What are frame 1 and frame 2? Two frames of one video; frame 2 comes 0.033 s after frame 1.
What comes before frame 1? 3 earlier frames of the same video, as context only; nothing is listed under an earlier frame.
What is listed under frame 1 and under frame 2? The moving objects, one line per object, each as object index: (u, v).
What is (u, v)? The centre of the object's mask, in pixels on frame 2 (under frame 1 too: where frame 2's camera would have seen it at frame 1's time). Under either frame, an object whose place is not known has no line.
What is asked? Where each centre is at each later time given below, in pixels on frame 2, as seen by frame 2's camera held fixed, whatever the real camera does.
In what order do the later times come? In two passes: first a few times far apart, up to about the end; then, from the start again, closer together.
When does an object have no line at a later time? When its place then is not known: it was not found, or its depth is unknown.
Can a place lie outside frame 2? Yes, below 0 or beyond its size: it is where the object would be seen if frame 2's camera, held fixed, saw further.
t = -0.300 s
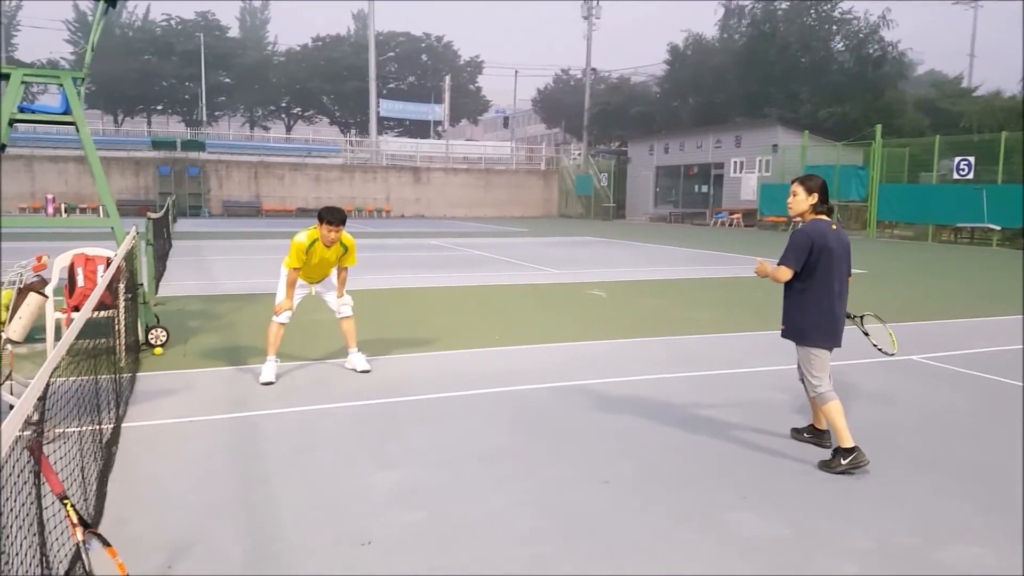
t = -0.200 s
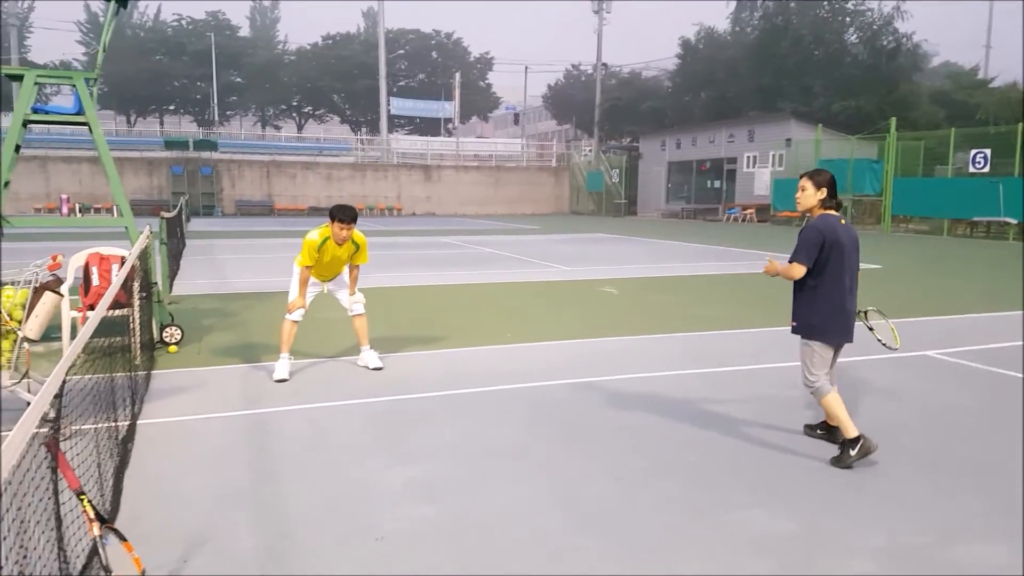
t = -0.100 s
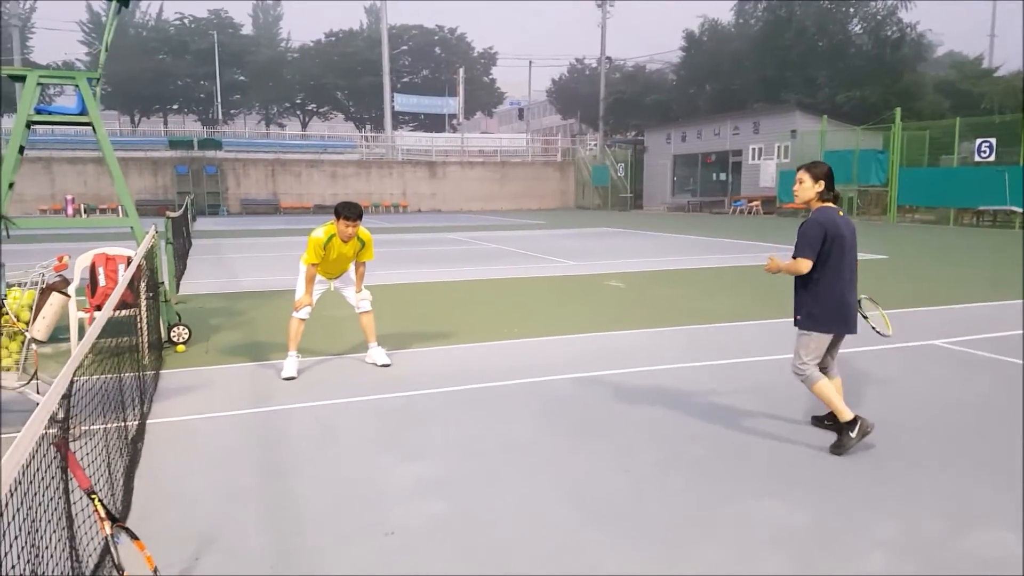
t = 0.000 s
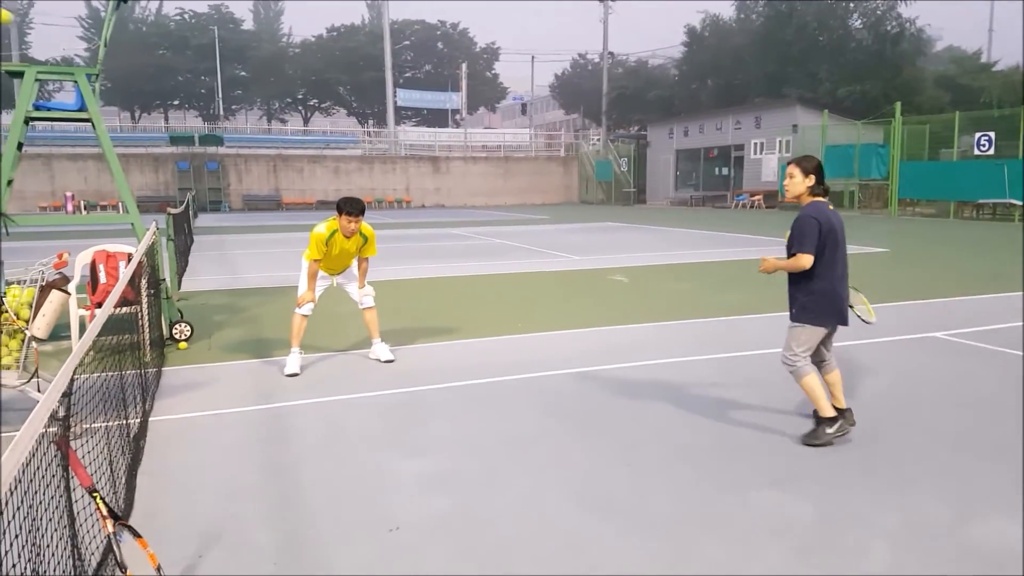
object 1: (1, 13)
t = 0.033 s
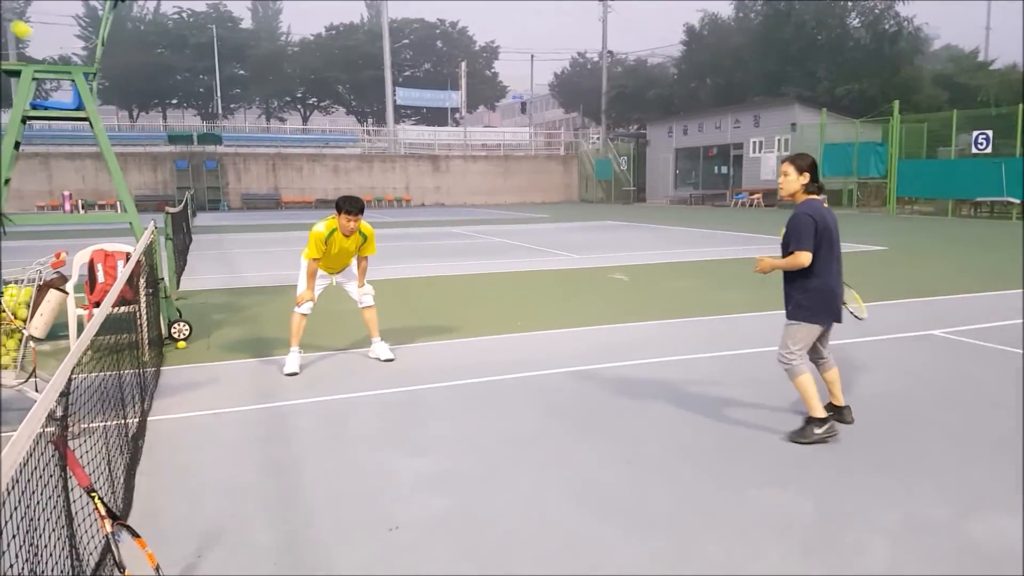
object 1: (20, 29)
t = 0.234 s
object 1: (160, 160)
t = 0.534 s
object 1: (335, 443)
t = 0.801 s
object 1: (410, 268)
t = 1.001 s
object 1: (464, 227)
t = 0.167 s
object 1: (116, 110)
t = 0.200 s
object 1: (138, 134)
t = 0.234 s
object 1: (160, 160)
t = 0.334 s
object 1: (223, 246)
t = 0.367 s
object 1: (244, 278)
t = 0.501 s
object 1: (318, 410)
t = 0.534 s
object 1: (335, 443)
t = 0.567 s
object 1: (346, 417)
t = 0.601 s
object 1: (355, 388)
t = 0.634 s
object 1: (363, 362)
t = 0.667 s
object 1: (373, 339)
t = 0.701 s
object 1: (383, 318)
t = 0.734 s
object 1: (392, 299)
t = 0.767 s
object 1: (401, 283)
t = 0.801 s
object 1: (410, 268)
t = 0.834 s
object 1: (419, 256)
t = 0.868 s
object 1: (429, 246)
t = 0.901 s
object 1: (438, 238)
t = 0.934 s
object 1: (446, 233)
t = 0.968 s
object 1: (455, 229)
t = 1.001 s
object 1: (464, 227)
